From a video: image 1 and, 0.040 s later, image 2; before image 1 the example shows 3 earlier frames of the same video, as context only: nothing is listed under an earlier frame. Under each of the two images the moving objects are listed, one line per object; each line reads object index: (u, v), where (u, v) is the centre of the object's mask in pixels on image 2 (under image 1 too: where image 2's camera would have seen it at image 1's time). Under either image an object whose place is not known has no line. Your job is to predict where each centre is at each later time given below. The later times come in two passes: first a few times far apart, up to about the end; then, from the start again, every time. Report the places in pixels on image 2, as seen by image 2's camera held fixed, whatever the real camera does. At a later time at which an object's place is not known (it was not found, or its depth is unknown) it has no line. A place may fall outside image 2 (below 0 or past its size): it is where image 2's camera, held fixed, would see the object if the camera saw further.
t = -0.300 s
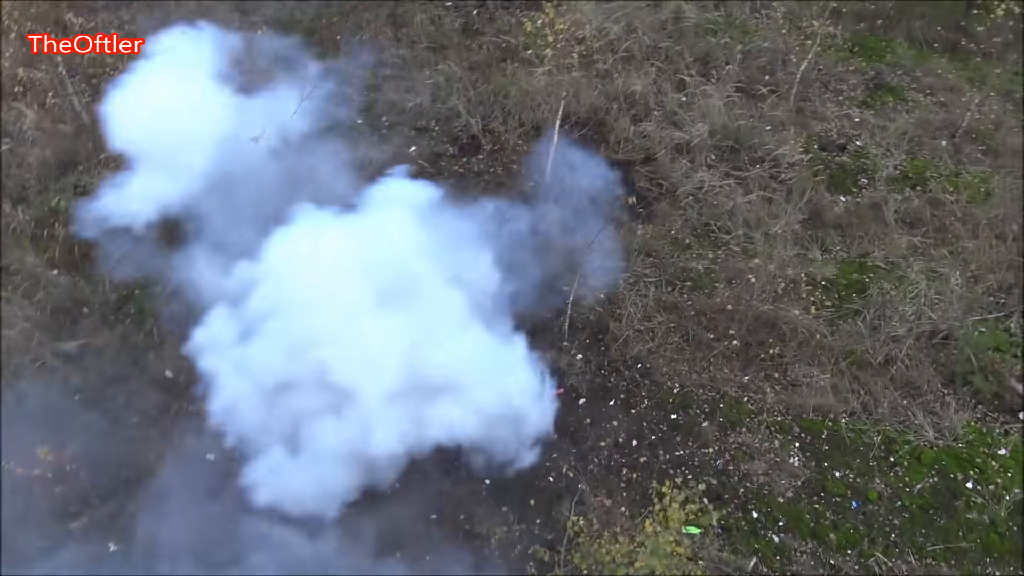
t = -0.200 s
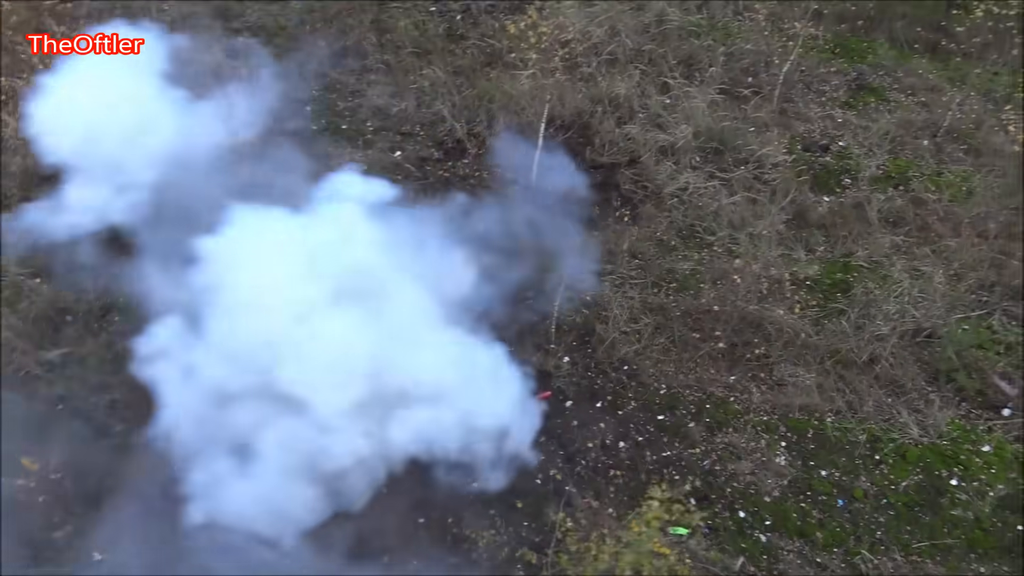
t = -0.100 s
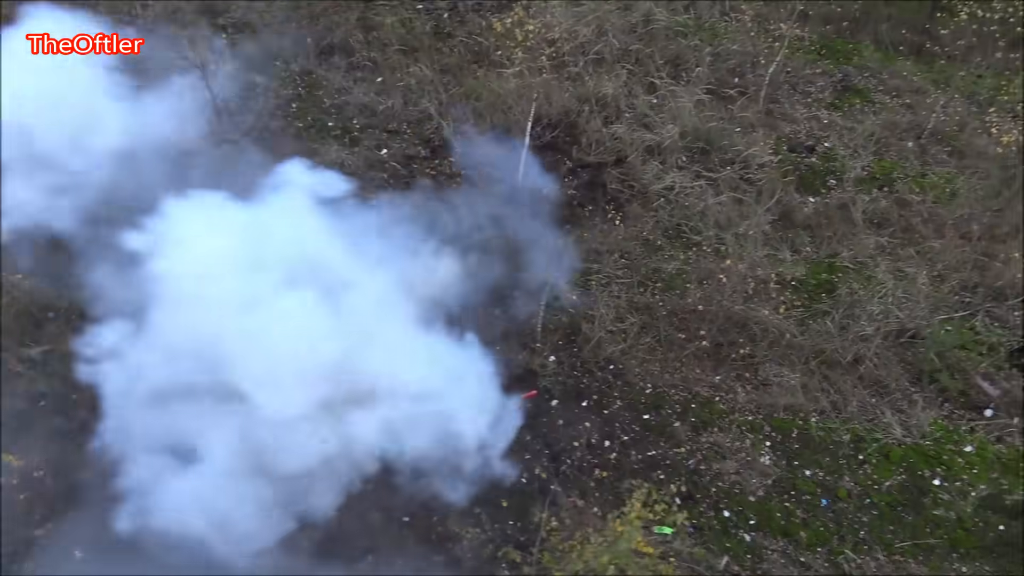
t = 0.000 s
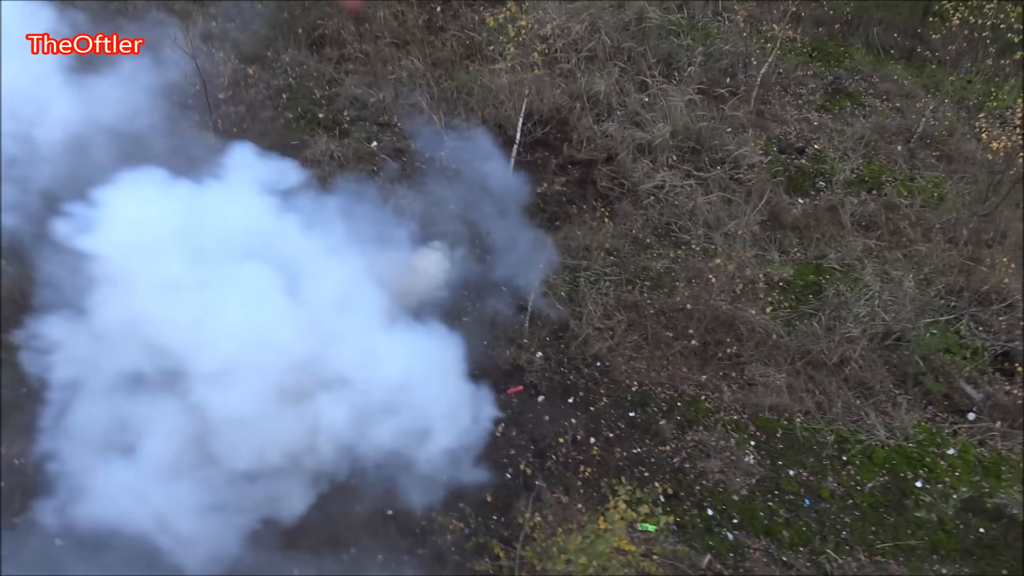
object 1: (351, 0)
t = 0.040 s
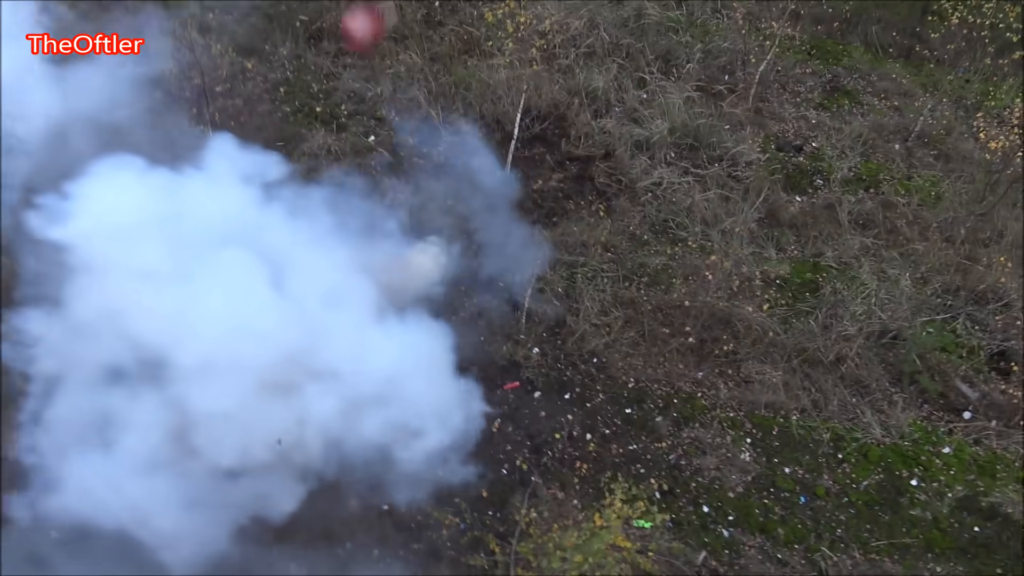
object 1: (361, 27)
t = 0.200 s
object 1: (391, 191)
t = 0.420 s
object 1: (414, 348)
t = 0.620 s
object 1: (418, 428)
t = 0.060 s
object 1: (365, 50)
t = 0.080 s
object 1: (370, 73)
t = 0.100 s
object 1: (376, 95)
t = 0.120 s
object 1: (379, 115)
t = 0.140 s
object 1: (380, 134)
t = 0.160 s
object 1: (382, 153)
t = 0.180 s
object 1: (387, 172)
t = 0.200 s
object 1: (391, 191)
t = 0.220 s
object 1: (393, 207)
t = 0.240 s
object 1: (396, 220)
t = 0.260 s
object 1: (400, 234)
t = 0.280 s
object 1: (402, 251)
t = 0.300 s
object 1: (405, 267)
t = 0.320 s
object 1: (408, 282)
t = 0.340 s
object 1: (413, 295)
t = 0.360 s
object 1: (412, 310)
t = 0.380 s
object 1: (412, 320)
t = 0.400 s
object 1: (411, 330)
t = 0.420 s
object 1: (414, 348)
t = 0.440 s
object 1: (414, 357)
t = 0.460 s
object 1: (414, 365)
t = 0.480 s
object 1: (414, 374)
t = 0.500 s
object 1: (414, 384)
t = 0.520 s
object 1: (414, 391)
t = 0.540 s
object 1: (414, 404)
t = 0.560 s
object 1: (414, 409)
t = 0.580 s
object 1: (416, 417)
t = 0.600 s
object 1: (416, 422)
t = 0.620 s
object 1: (418, 428)
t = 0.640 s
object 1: (420, 445)
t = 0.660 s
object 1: (420, 453)
